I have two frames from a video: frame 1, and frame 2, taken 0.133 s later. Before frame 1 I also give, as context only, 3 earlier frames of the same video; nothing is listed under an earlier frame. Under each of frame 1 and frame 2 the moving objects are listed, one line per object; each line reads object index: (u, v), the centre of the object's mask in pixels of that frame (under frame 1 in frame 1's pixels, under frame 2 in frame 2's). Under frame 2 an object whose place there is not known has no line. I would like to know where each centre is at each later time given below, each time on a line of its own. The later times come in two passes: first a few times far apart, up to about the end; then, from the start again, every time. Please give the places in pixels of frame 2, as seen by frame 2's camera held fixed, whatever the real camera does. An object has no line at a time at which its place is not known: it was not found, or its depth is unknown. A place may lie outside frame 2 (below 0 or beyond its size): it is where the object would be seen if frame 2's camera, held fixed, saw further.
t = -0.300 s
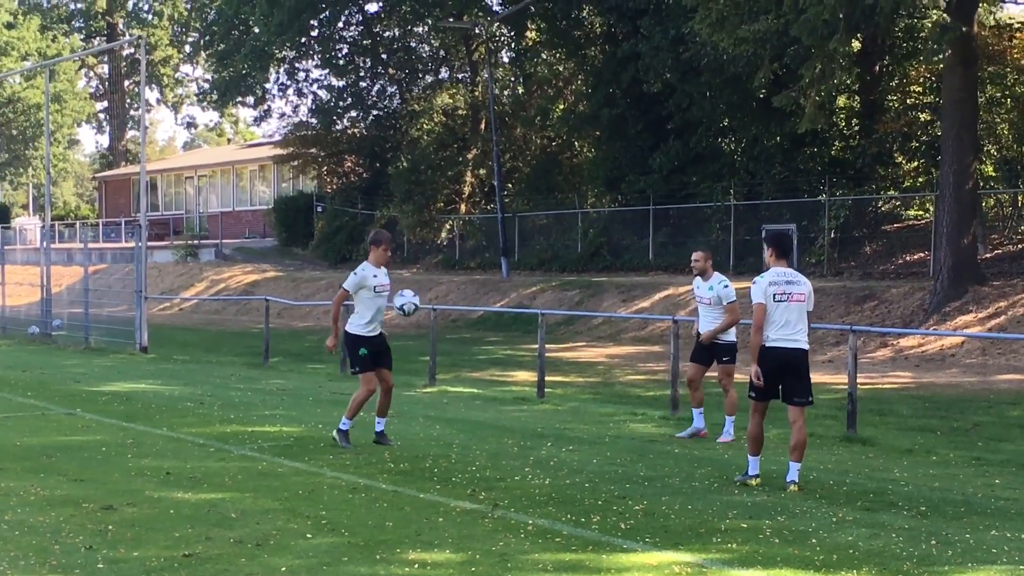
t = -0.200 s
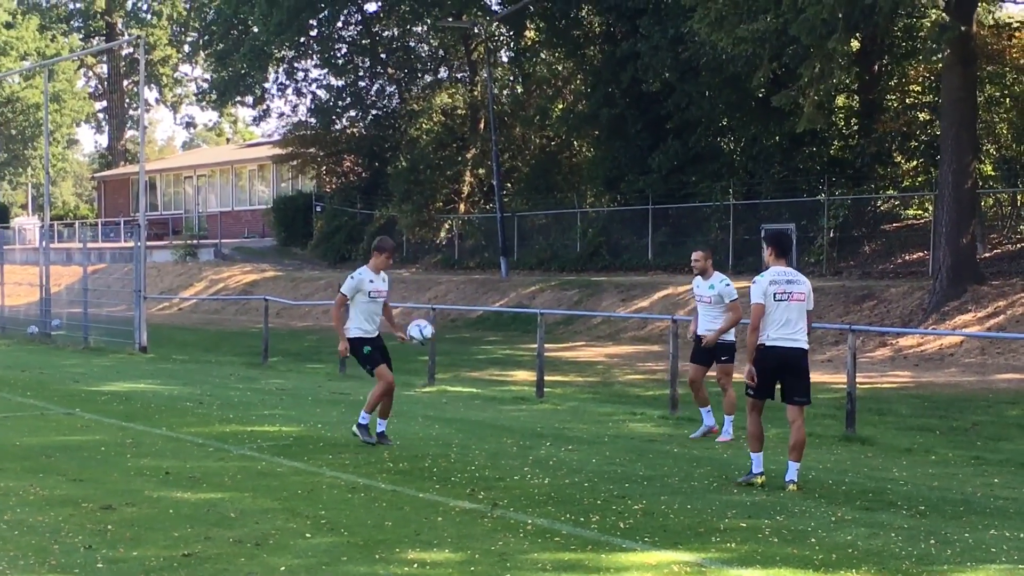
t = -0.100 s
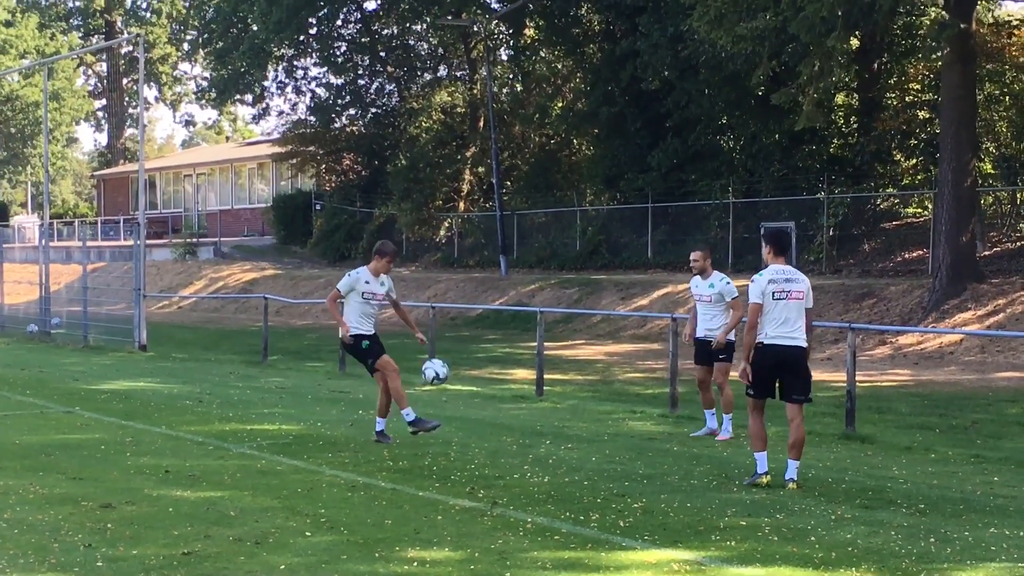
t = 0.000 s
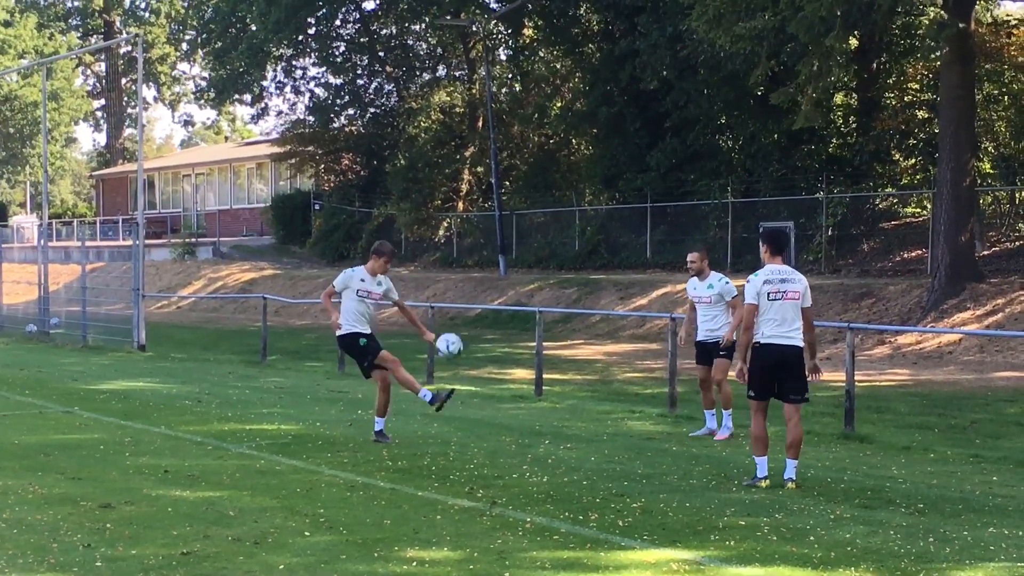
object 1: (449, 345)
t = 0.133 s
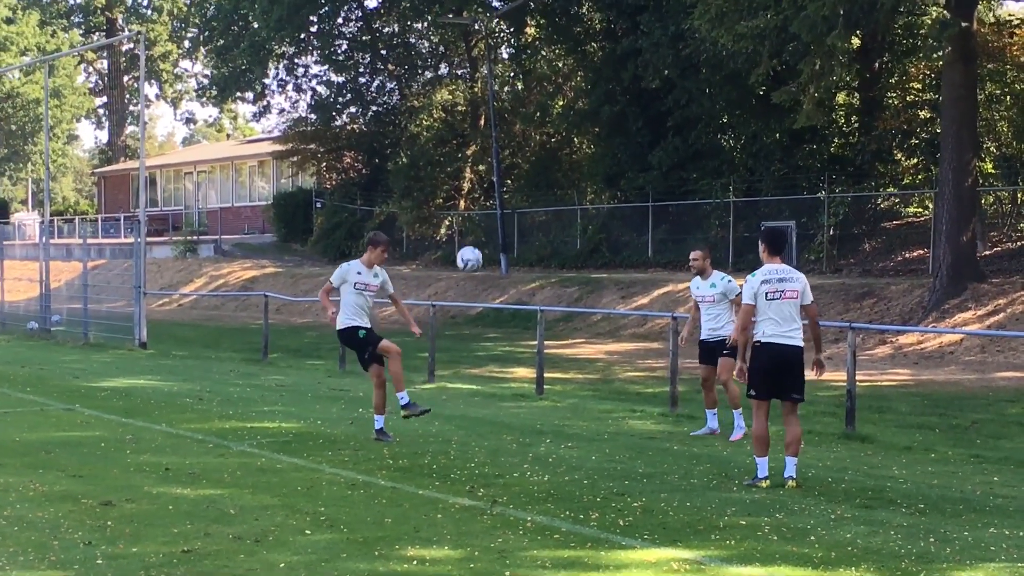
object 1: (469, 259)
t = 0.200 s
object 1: (479, 224)
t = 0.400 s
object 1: (505, 156)
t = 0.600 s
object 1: (531, 132)
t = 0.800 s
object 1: (556, 154)
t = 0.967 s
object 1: (576, 205)
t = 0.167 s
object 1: (475, 241)
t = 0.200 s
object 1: (479, 224)
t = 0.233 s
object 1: (483, 210)
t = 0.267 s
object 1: (487, 197)
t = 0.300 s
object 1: (492, 184)
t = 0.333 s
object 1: (496, 173)
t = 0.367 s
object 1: (501, 165)
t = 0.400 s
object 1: (505, 156)
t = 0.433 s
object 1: (510, 148)
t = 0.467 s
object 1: (514, 143)
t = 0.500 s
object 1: (519, 138)
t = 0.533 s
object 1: (523, 135)
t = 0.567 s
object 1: (527, 133)
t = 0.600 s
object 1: (531, 132)
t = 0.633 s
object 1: (535, 132)
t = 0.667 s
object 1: (539, 135)
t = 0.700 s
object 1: (544, 138)
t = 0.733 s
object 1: (548, 142)
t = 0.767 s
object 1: (552, 148)
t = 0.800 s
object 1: (556, 154)
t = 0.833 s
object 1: (560, 162)
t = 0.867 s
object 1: (564, 171)
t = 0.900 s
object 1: (568, 181)
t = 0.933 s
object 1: (573, 193)
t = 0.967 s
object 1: (576, 205)
